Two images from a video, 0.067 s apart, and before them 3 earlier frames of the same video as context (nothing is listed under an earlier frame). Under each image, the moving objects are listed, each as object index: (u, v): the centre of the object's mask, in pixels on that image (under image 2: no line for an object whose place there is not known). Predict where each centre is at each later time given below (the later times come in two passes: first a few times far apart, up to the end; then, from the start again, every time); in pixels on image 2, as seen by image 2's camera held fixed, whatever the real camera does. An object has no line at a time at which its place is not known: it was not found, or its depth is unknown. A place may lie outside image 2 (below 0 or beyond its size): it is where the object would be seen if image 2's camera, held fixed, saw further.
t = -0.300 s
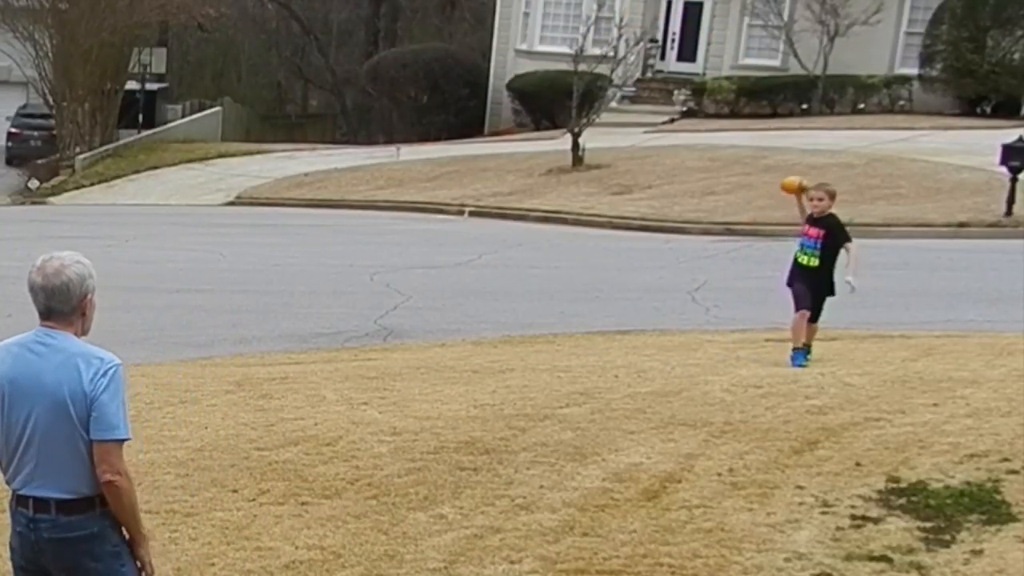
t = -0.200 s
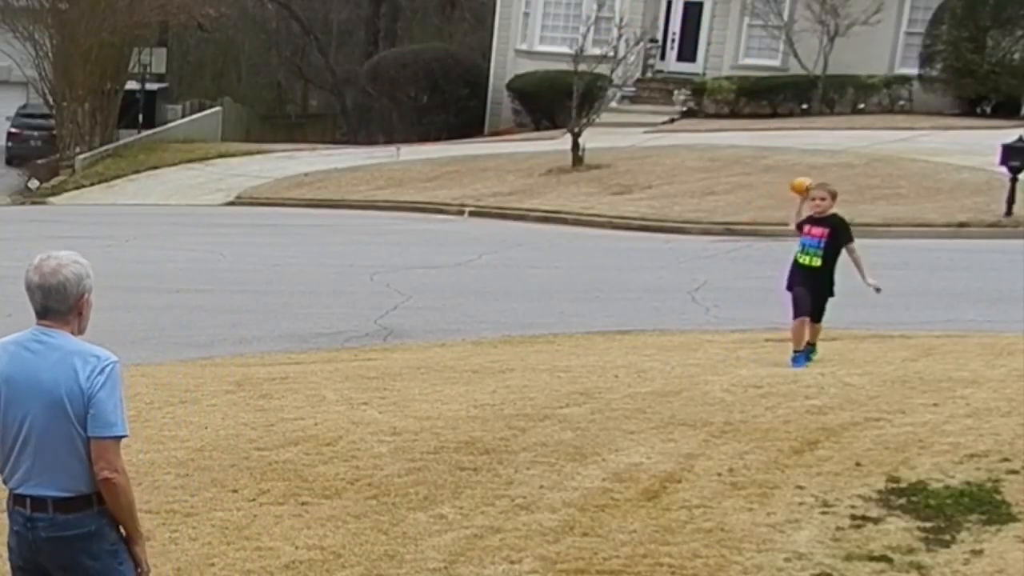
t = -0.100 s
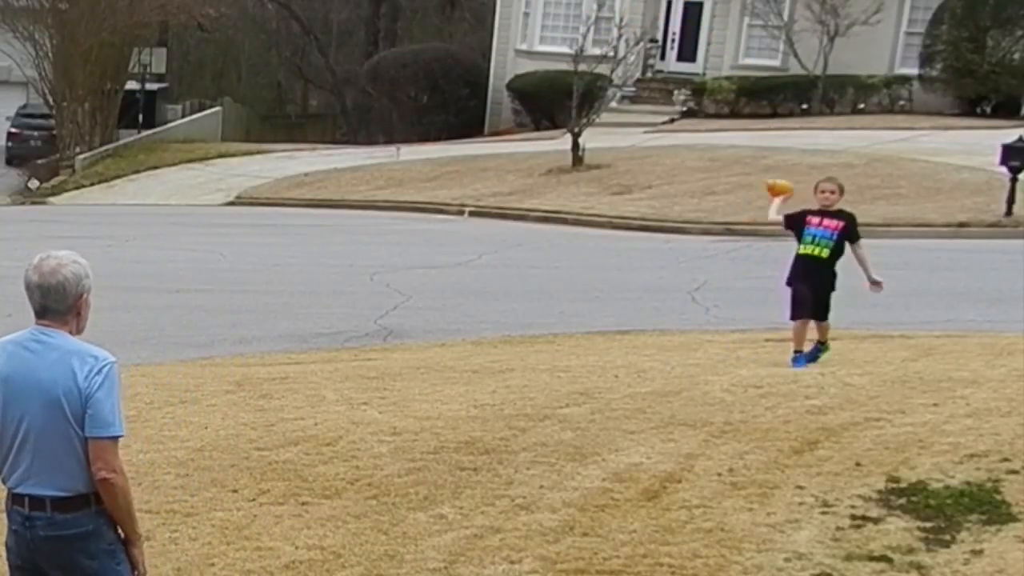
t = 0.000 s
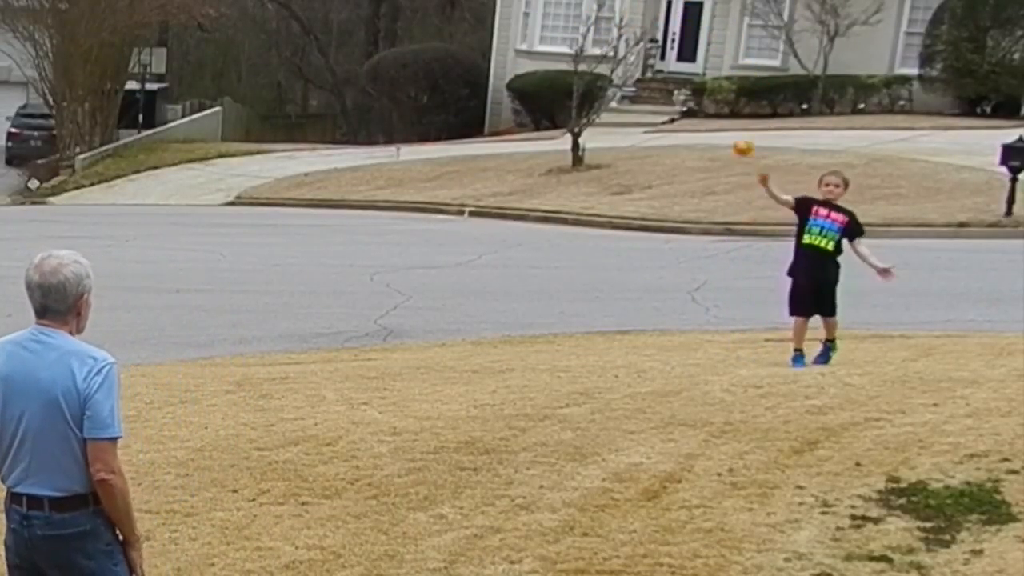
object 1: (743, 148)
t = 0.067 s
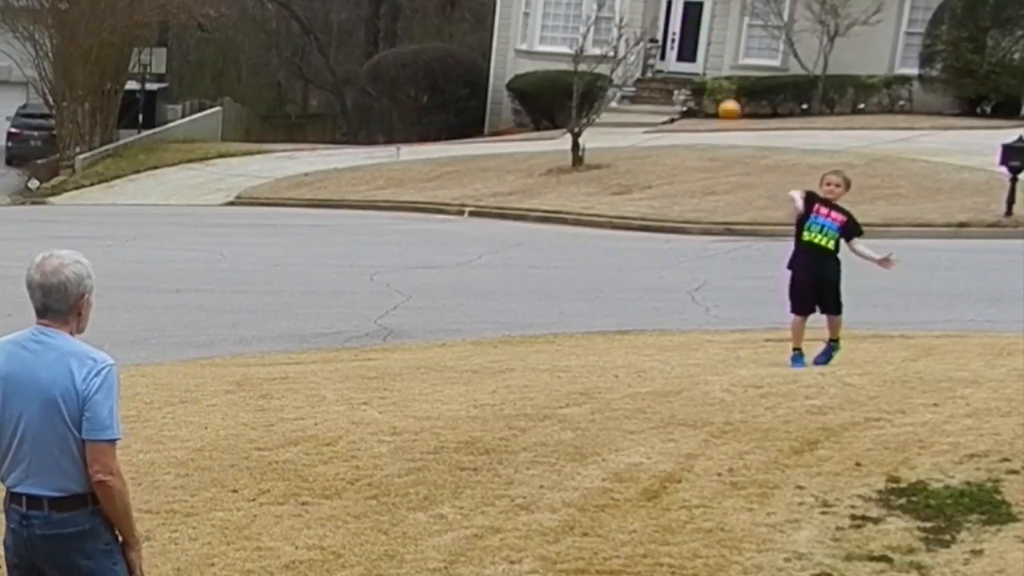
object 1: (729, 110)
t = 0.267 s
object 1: (670, 29)
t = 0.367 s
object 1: (630, 8)
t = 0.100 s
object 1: (721, 94)
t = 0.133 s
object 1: (713, 80)
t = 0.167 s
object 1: (703, 65)
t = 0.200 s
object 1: (692, 51)
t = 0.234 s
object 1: (683, 39)
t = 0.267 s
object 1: (670, 29)
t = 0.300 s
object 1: (658, 19)
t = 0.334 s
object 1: (644, 11)
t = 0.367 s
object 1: (630, 8)
